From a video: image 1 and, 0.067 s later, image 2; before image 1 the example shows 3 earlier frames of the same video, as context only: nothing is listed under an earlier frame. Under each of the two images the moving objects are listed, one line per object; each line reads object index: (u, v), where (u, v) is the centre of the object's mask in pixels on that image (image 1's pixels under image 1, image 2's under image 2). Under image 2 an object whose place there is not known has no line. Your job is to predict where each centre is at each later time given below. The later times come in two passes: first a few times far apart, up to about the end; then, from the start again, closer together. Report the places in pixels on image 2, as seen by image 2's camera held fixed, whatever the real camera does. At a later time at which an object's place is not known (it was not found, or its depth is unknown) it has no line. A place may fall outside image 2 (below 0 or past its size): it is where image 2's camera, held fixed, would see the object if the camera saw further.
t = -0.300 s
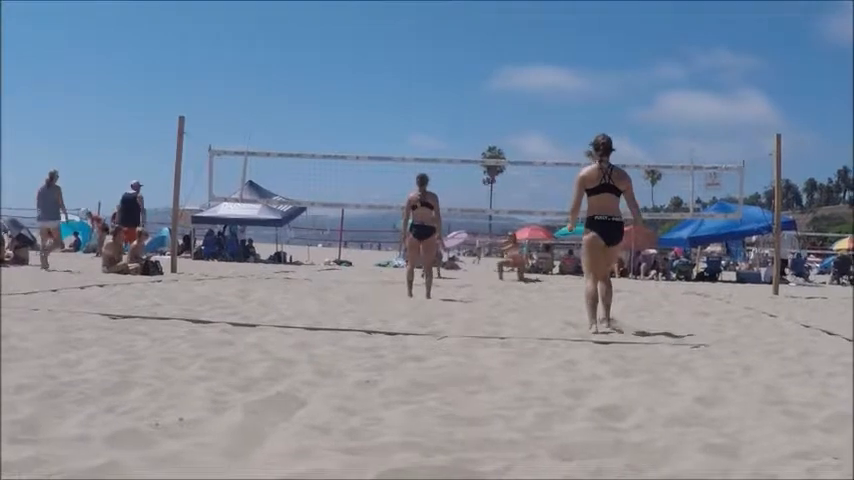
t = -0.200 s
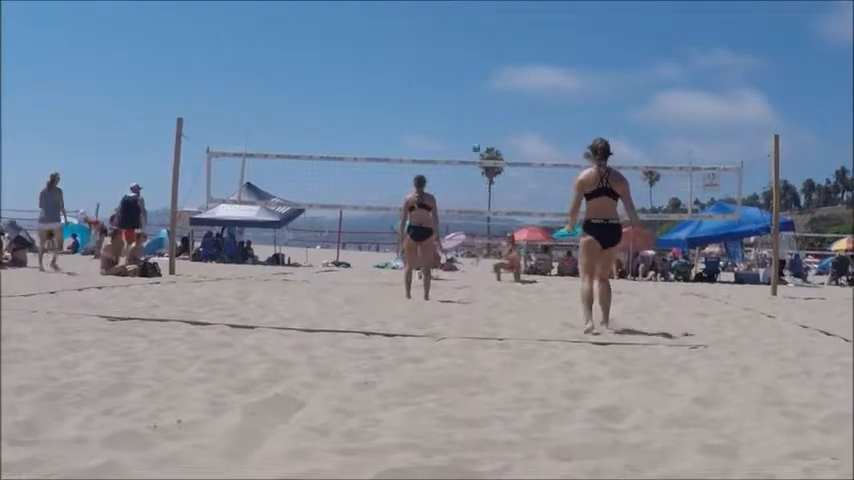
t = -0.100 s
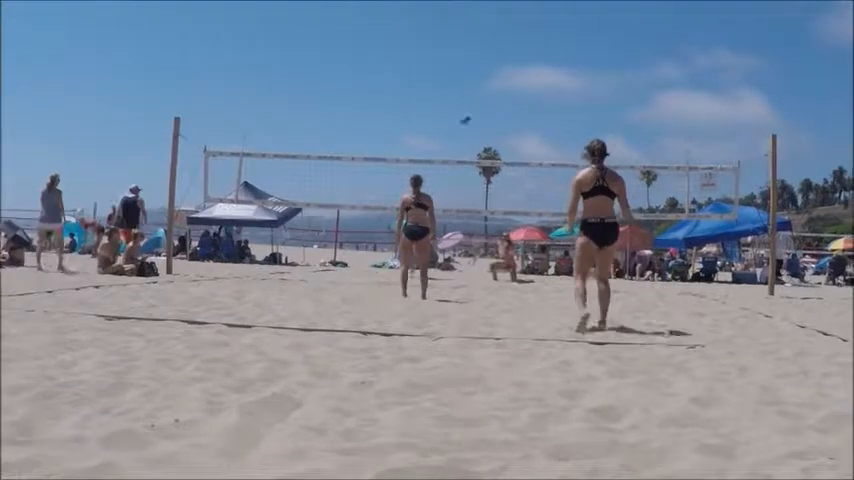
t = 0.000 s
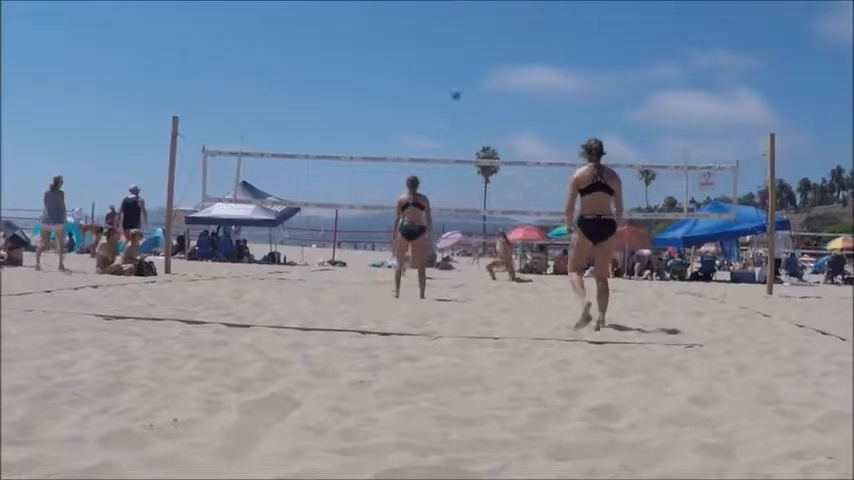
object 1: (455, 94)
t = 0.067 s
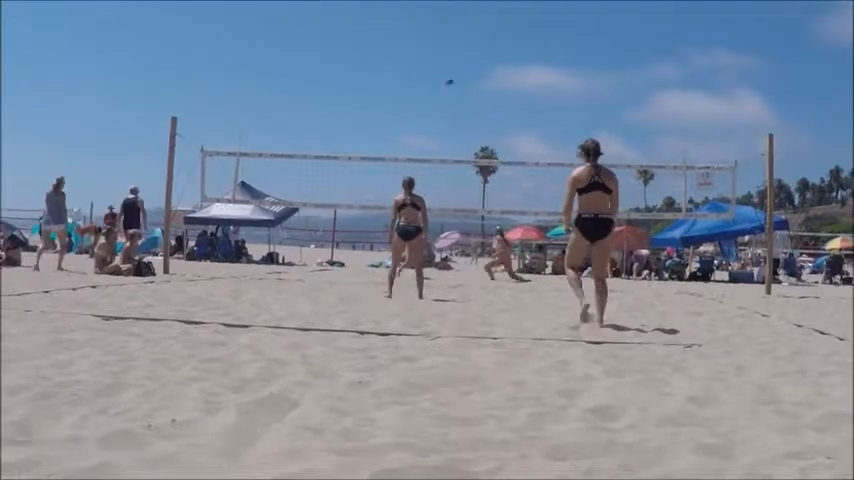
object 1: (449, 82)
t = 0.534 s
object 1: (413, 45)
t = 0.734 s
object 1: (399, 56)
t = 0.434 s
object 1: (420, 44)
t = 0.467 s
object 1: (417, 44)
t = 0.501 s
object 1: (415, 44)
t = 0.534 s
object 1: (413, 45)
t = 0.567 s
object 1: (411, 45)
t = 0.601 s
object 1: (409, 46)
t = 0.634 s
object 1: (407, 47)
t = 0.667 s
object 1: (404, 50)
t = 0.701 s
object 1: (402, 53)
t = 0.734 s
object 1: (399, 56)
